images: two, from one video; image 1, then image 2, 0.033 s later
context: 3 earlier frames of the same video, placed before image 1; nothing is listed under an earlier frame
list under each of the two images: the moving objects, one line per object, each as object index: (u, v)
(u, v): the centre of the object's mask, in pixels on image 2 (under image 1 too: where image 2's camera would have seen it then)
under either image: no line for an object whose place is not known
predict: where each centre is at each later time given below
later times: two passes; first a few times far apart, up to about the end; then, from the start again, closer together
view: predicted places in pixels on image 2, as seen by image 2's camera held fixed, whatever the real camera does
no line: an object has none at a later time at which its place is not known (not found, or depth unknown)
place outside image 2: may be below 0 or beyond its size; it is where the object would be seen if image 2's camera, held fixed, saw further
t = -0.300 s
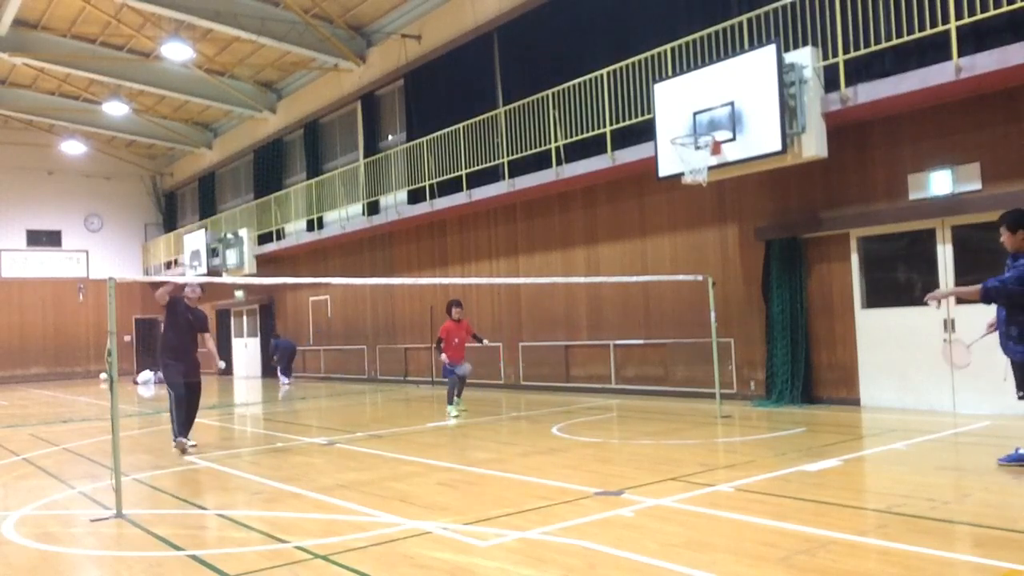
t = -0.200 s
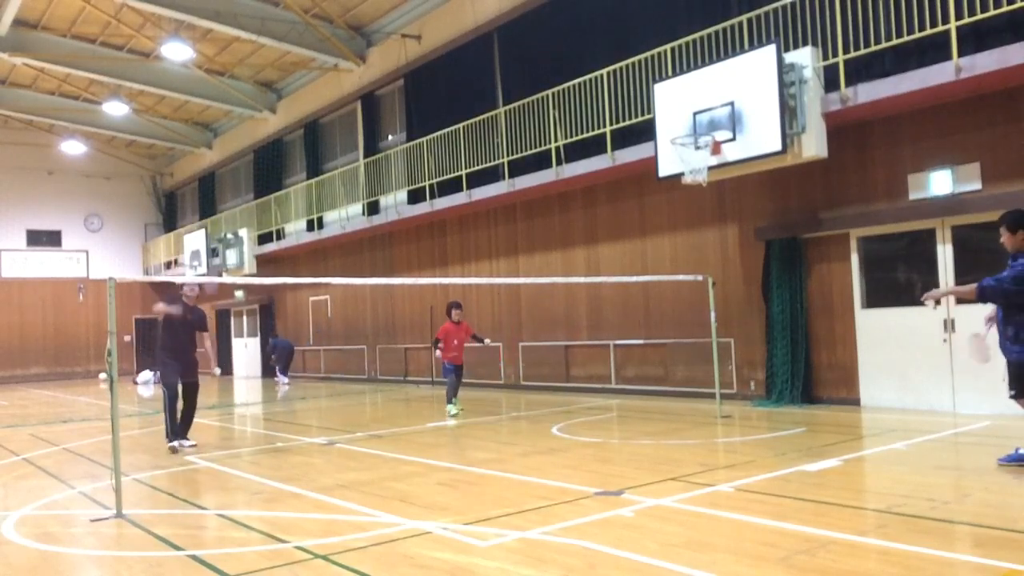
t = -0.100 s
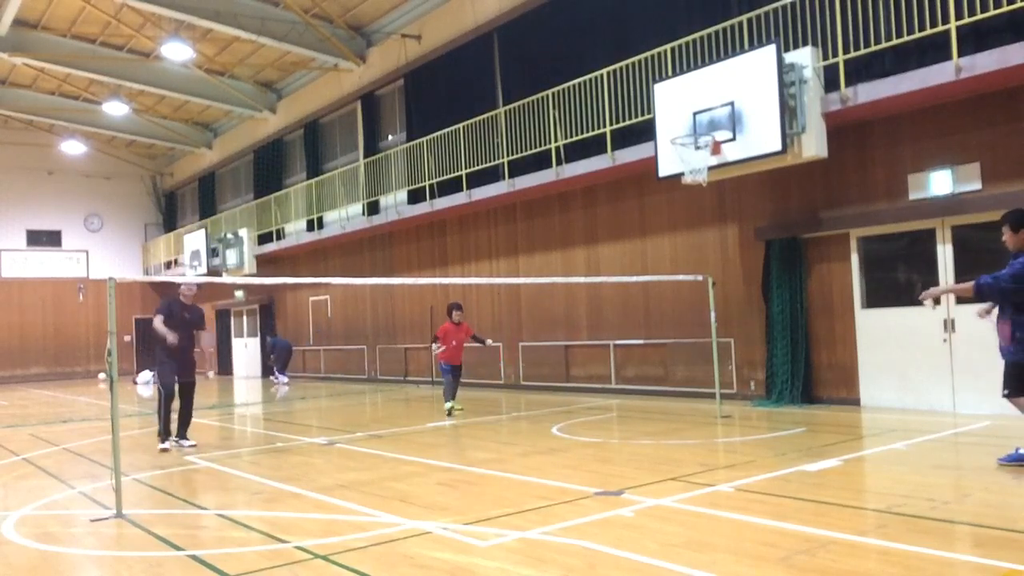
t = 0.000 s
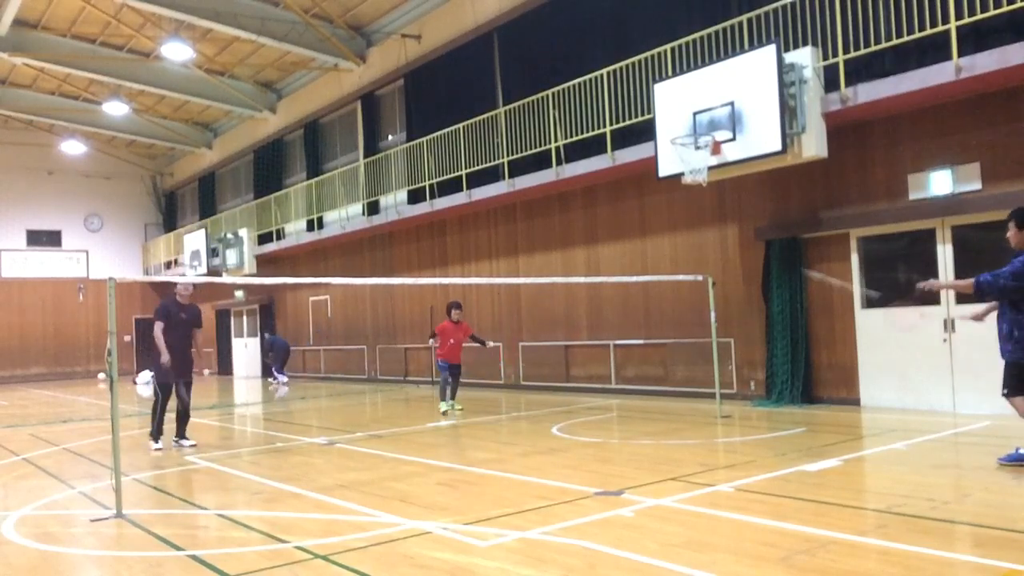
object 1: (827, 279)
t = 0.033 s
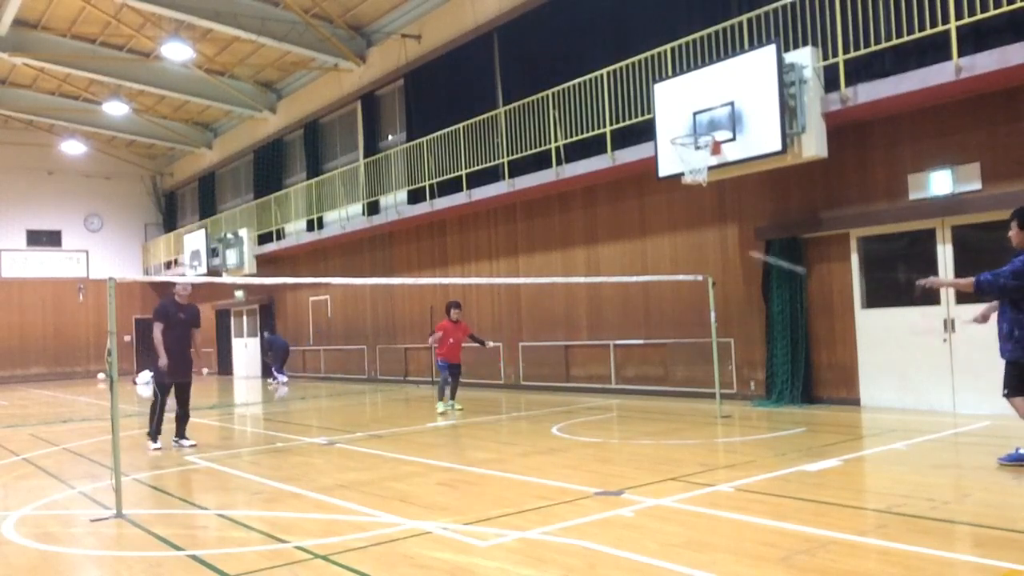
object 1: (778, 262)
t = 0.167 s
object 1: (624, 222)
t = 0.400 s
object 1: (504, 218)
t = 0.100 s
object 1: (685, 235)
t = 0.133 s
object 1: (652, 227)
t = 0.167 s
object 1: (624, 222)
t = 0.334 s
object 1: (529, 215)
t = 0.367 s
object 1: (515, 216)
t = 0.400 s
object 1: (504, 218)
